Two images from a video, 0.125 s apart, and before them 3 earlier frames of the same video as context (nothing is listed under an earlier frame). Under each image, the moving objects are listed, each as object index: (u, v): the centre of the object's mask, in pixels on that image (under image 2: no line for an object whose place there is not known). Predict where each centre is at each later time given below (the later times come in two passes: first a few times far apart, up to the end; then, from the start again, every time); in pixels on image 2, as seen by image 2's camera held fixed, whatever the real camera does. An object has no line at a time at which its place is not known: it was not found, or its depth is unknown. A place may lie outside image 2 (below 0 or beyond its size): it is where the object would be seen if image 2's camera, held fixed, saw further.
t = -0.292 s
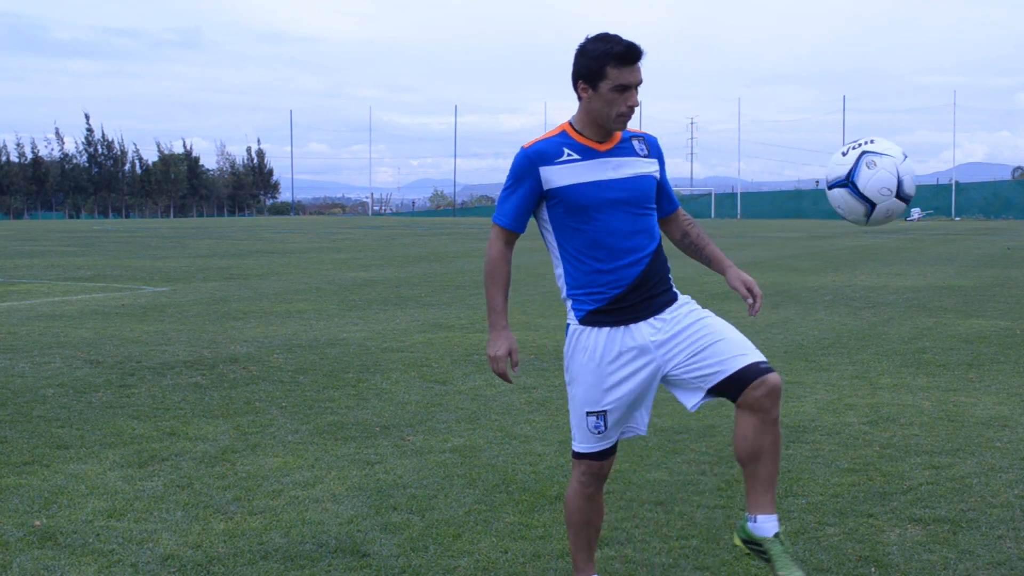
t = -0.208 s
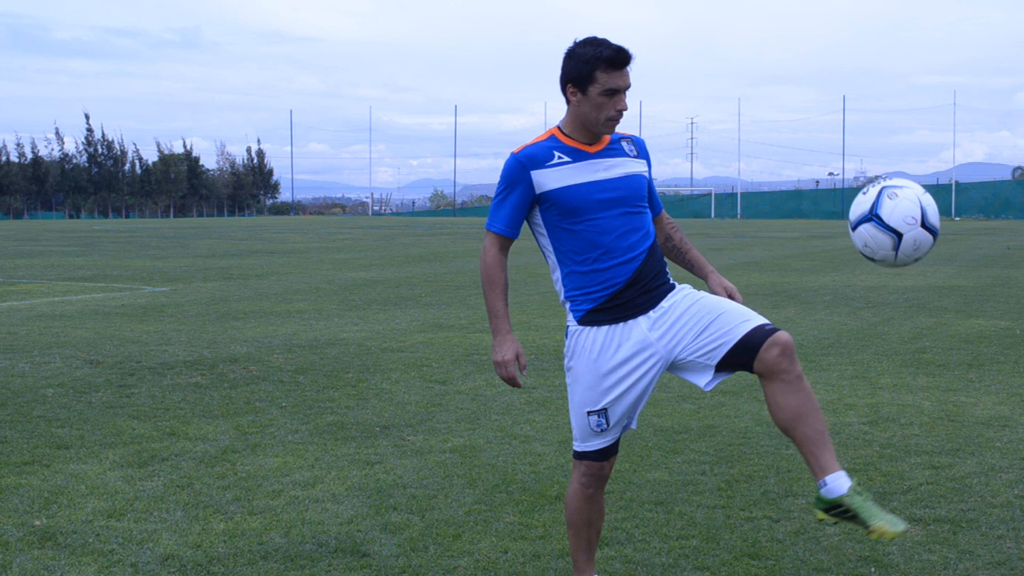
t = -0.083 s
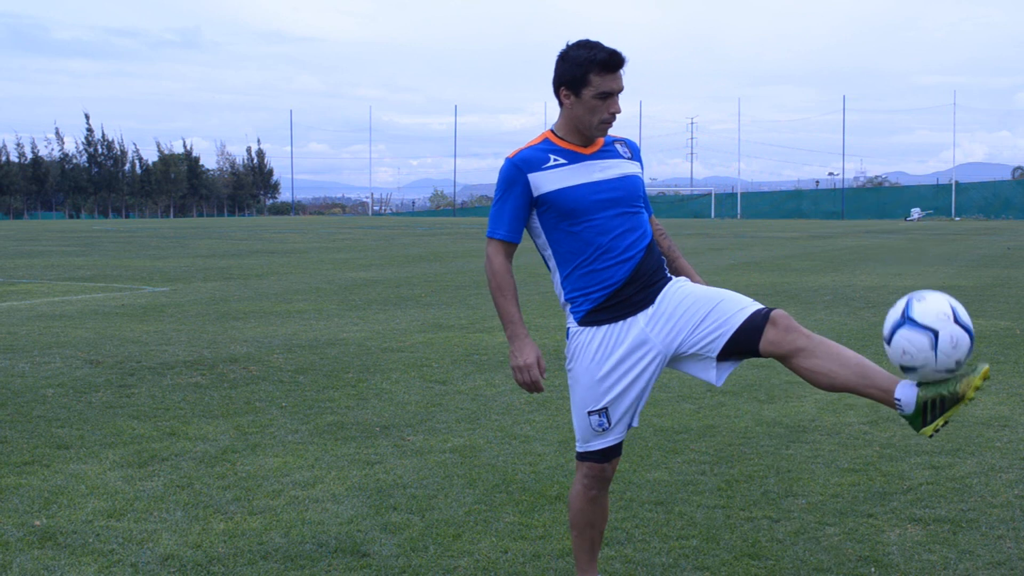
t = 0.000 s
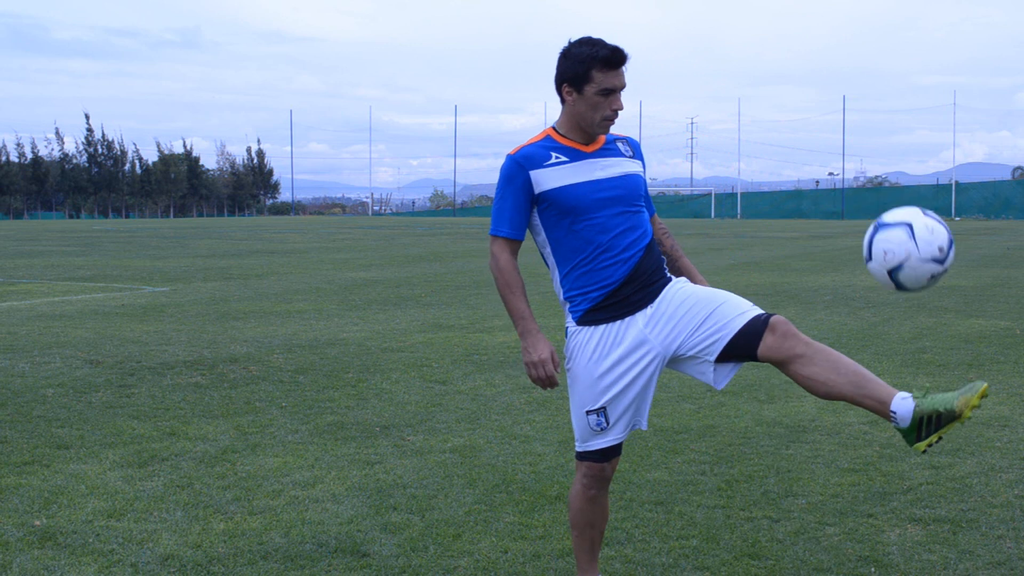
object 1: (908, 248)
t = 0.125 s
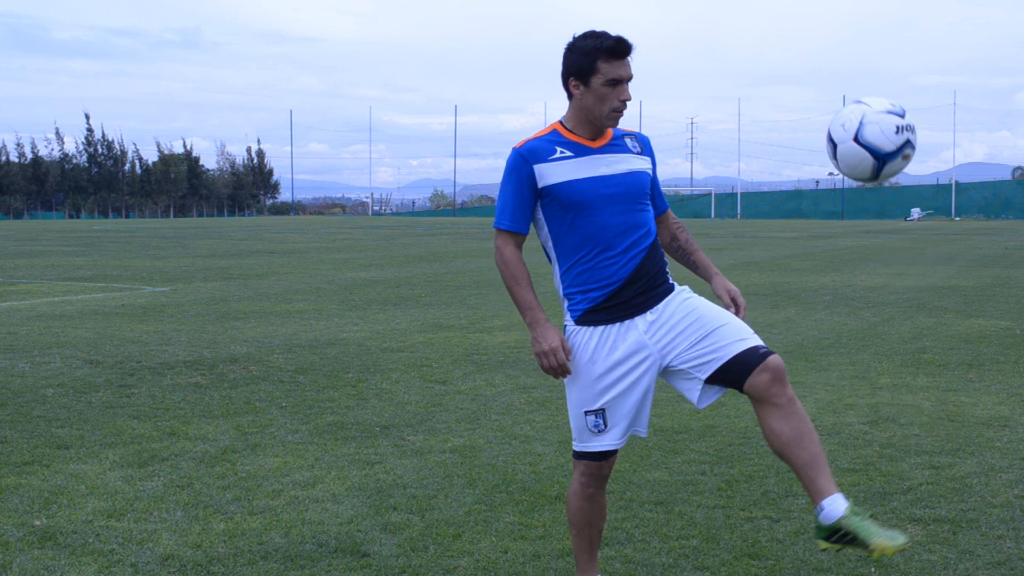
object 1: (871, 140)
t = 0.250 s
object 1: (832, 88)
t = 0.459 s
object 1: (765, 128)
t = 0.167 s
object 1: (858, 116)
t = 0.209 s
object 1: (846, 99)
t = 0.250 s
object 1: (832, 88)
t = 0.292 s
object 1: (819, 83)
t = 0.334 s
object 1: (806, 83)
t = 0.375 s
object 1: (791, 91)
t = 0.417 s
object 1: (778, 106)
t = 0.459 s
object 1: (765, 128)
